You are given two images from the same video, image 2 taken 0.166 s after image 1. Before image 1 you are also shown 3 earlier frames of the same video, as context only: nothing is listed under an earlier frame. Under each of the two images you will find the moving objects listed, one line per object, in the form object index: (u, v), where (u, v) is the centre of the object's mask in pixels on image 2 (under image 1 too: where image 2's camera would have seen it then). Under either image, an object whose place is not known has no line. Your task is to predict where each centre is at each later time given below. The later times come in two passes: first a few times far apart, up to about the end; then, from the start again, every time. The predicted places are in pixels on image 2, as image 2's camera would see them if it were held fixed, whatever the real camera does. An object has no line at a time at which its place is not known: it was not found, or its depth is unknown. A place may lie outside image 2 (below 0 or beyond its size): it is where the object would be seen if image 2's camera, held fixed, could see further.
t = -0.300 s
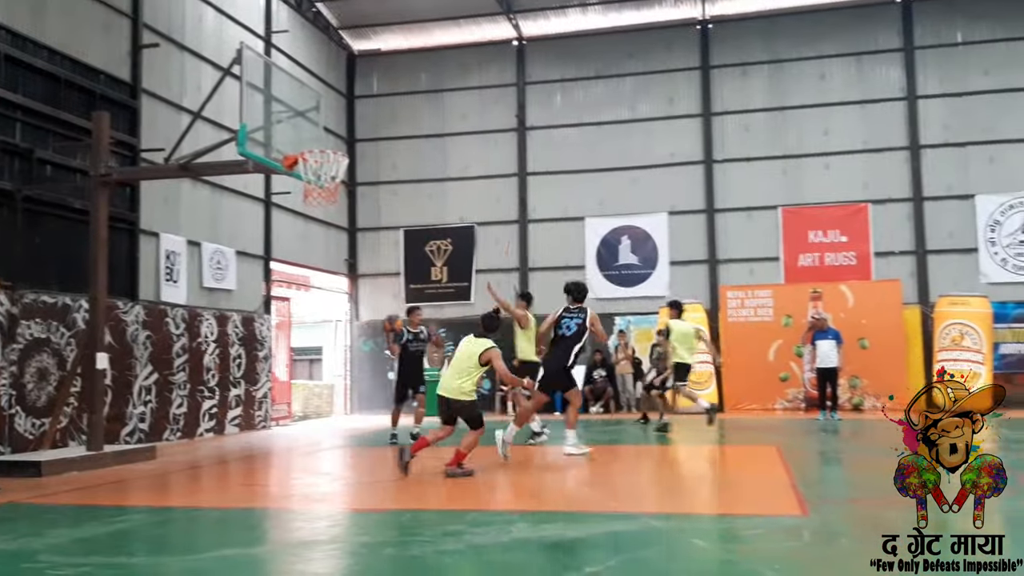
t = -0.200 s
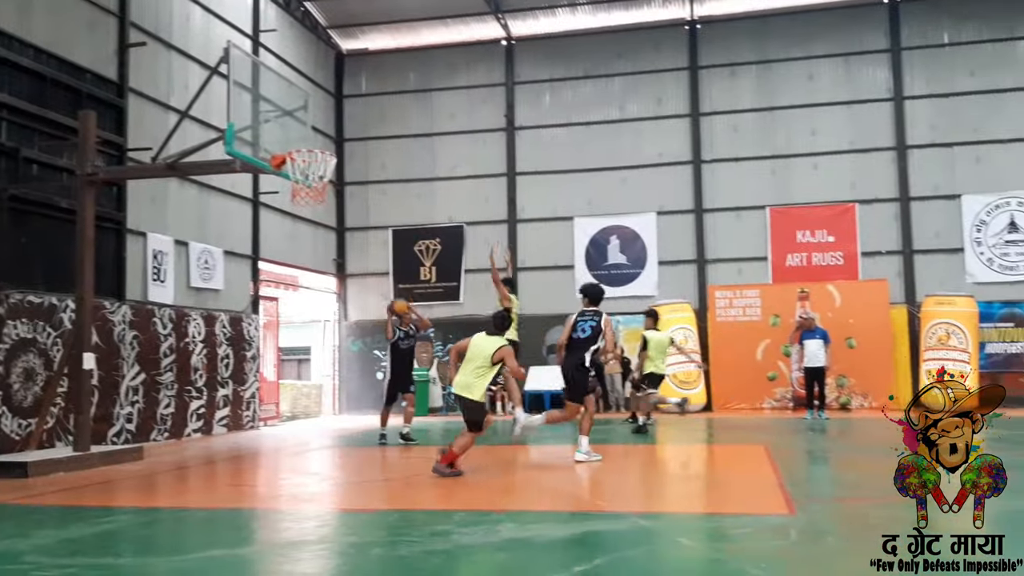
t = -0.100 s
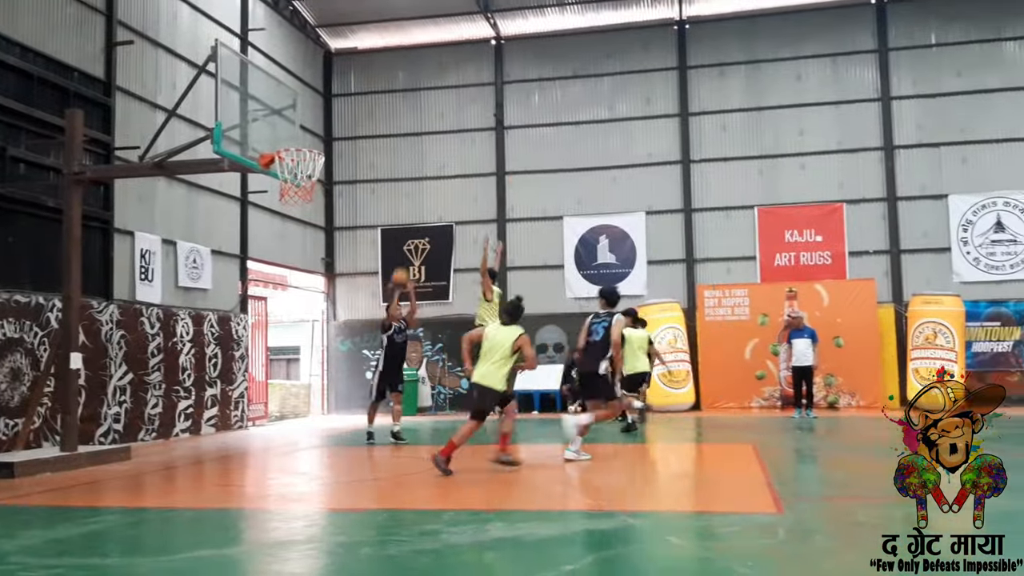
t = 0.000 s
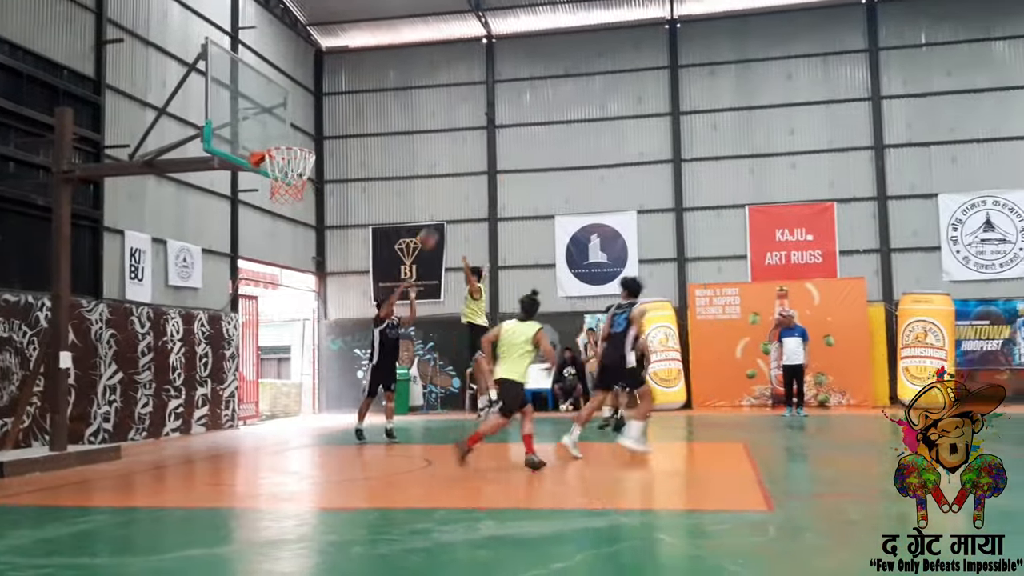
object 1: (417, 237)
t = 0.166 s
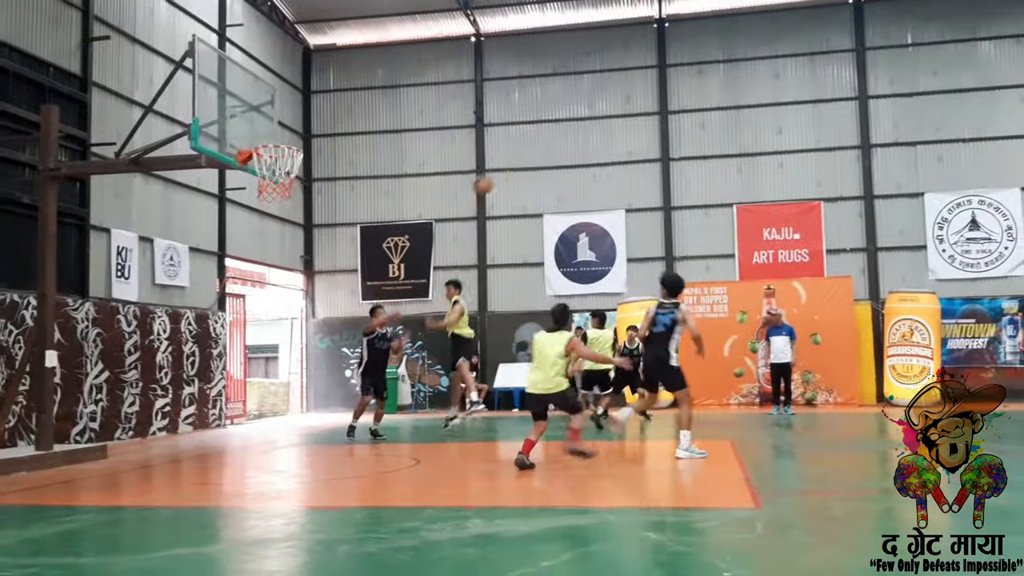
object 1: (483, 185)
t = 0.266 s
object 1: (524, 162)
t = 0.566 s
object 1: (660, 138)
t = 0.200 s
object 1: (498, 176)
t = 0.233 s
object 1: (510, 168)
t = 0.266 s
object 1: (524, 162)
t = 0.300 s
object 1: (538, 156)
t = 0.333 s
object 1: (553, 151)
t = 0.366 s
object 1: (568, 147)
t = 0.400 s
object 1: (583, 142)
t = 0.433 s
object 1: (597, 139)
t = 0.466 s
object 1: (612, 139)
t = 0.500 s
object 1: (628, 138)
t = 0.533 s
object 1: (643, 138)
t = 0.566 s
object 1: (660, 138)
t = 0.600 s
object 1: (674, 139)
